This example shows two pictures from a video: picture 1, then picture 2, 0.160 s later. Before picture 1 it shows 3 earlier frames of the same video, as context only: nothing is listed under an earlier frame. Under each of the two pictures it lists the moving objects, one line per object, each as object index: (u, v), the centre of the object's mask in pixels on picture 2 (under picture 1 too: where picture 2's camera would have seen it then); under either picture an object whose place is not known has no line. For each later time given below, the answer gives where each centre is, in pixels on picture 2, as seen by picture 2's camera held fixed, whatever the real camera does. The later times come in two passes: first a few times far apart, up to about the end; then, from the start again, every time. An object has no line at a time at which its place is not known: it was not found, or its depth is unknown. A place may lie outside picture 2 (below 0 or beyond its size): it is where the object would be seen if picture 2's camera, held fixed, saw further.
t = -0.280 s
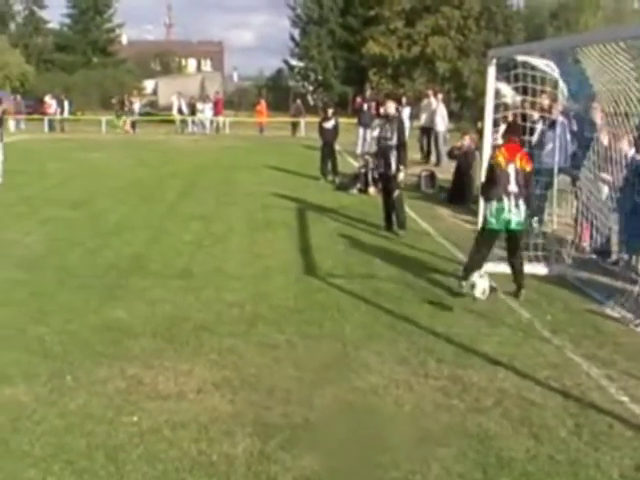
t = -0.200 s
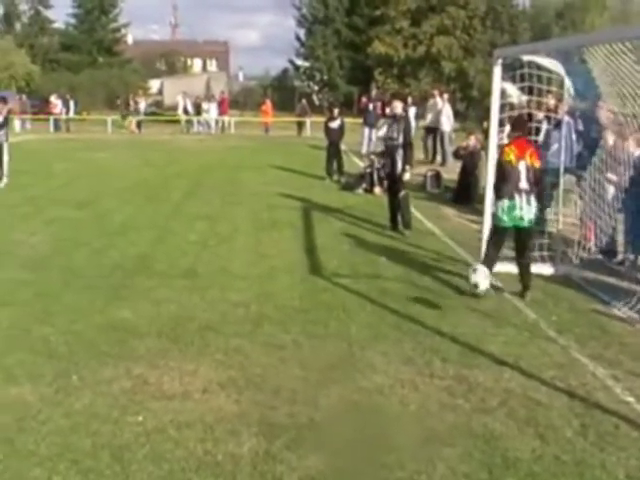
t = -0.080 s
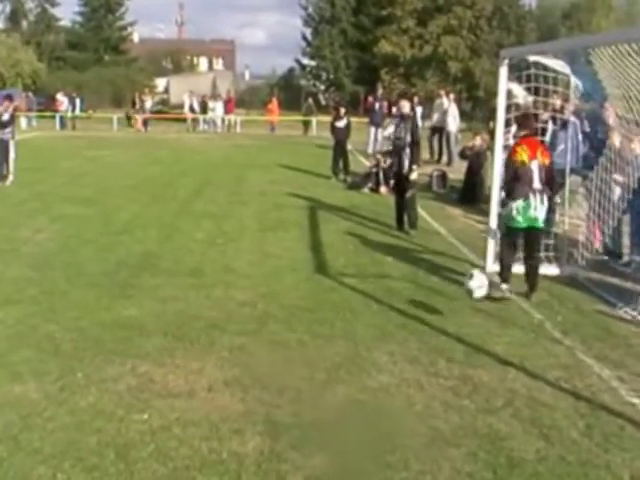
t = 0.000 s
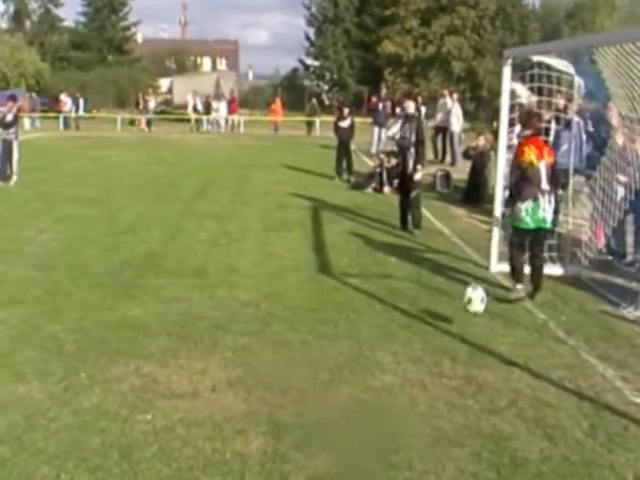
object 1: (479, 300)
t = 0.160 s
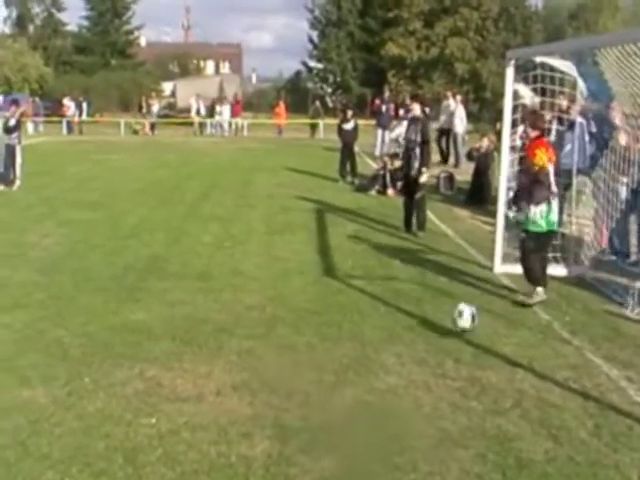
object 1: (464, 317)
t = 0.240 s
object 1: (461, 318)
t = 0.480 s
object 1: (439, 337)
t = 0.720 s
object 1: (418, 351)
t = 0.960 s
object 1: (397, 362)
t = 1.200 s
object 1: (376, 372)
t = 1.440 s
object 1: (359, 381)
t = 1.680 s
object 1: (345, 390)
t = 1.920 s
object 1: (331, 396)
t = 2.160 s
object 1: (320, 399)
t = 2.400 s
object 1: (315, 401)
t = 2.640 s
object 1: (315, 401)
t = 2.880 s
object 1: (316, 401)
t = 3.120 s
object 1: (318, 401)
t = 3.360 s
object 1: (320, 400)
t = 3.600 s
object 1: (320, 400)
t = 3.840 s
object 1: (321, 401)
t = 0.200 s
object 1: (462, 317)
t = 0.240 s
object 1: (461, 318)
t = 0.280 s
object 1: (457, 322)
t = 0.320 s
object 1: (452, 329)
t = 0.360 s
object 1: (449, 336)
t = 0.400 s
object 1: (446, 334)
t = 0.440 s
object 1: (443, 335)
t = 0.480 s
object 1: (439, 337)
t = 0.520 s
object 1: (436, 342)
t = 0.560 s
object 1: (432, 344)
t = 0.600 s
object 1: (429, 345)
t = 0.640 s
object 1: (425, 348)
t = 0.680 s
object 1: (421, 350)
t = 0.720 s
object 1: (418, 351)
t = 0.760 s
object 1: (413, 354)
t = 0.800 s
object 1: (411, 356)
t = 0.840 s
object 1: (407, 358)
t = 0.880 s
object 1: (404, 360)
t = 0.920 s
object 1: (399, 360)
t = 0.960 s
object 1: (397, 362)
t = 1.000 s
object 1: (392, 365)
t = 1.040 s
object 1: (389, 366)
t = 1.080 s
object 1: (386, 368)
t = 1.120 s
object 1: (382, 369)
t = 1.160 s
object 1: (380, 371)
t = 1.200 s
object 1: (376, 372)
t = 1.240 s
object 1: (372, 374)
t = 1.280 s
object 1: (370, 376)
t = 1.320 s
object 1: (367, 377)
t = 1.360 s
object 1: (365, 378)
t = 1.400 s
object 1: (362, 380)
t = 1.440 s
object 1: (359, 381)
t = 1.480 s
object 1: (357, 383)
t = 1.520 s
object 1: (355, 384)
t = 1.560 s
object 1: (353, 386)
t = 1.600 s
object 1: (351, 388)
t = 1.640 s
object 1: (348, 390)
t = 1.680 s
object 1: (345, 390)
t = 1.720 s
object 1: (342, 392)
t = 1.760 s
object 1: (339, 393)
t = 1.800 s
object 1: (338, 394)
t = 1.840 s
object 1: (335, 394)
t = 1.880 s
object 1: (333, 395)
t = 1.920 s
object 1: (331, 396)
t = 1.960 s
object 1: (328, 397)
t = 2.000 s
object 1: (327, 396)
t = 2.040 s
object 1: (325, 397)
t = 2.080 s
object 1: (323, 397)
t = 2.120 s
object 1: (321, 398)
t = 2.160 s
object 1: (320, 399)
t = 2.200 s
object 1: (318, 400)
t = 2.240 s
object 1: (317, 400)
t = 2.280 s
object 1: (316, 400)
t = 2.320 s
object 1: (316, 400)
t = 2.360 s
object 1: (315, 401)
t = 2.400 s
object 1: (315, 401)
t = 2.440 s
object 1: (314, 401)
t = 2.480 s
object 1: (314, 401)
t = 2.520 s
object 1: (314, 402)
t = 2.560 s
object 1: (314, 402)
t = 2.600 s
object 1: (315, 402)
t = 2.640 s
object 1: (315, 401)
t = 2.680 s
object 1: (315, 401)
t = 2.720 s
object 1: (315, 401)
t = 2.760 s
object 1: (315, 402)
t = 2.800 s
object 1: (315, 401)
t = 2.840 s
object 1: (316, 401)
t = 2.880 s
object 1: (316, 401)
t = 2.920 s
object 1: (316, 401)
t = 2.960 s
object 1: (316, 401)
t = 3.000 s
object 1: (317, 401)
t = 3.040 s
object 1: (318, 401)
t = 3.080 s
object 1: (317, 400)
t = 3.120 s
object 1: (318, 401)
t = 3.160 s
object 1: (319, 401)
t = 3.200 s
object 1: (319, 401)
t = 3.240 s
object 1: (319, 400)
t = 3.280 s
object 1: (320, 400)
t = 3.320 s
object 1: (320, 400)
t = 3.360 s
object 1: (320, 400)
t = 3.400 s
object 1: (321, 400)
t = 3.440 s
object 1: (320, 400)
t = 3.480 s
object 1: (320, 400)
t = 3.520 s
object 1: (320, 400)
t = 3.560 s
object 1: (320, 400)
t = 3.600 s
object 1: (320, 400)
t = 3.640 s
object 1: (320, 400)
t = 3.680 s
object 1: (321, 400)
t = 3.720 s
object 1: (321, 400)
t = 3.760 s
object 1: (321, 401)
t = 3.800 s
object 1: (320, 401)
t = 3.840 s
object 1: (321, 401)
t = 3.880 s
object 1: (320, 401)
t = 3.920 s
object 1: (321, 401)
